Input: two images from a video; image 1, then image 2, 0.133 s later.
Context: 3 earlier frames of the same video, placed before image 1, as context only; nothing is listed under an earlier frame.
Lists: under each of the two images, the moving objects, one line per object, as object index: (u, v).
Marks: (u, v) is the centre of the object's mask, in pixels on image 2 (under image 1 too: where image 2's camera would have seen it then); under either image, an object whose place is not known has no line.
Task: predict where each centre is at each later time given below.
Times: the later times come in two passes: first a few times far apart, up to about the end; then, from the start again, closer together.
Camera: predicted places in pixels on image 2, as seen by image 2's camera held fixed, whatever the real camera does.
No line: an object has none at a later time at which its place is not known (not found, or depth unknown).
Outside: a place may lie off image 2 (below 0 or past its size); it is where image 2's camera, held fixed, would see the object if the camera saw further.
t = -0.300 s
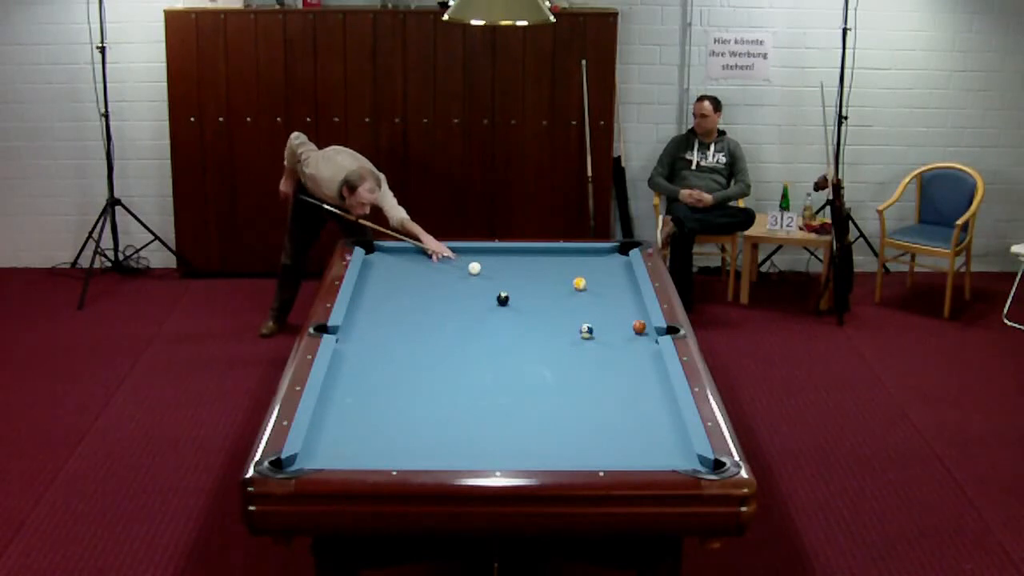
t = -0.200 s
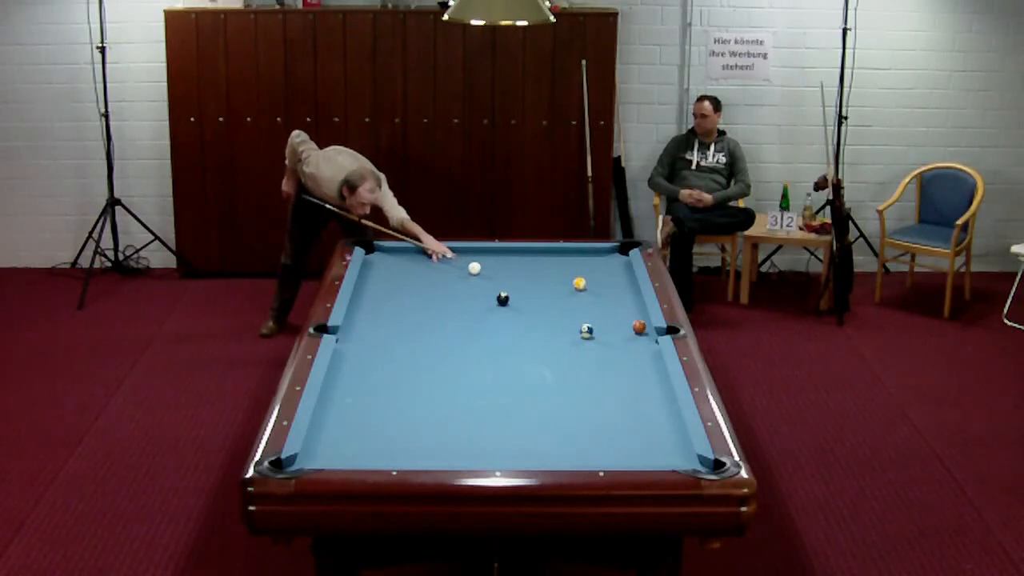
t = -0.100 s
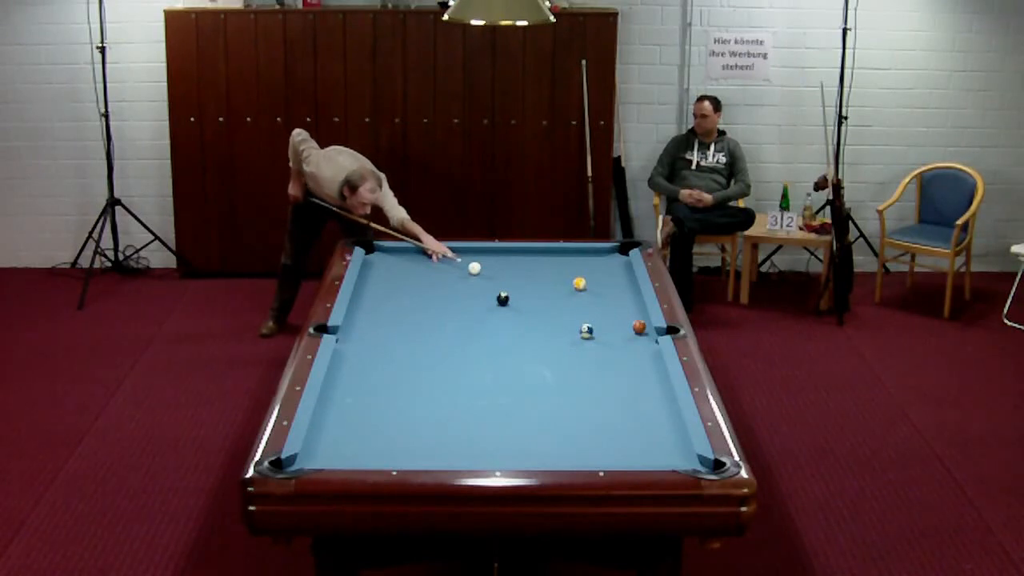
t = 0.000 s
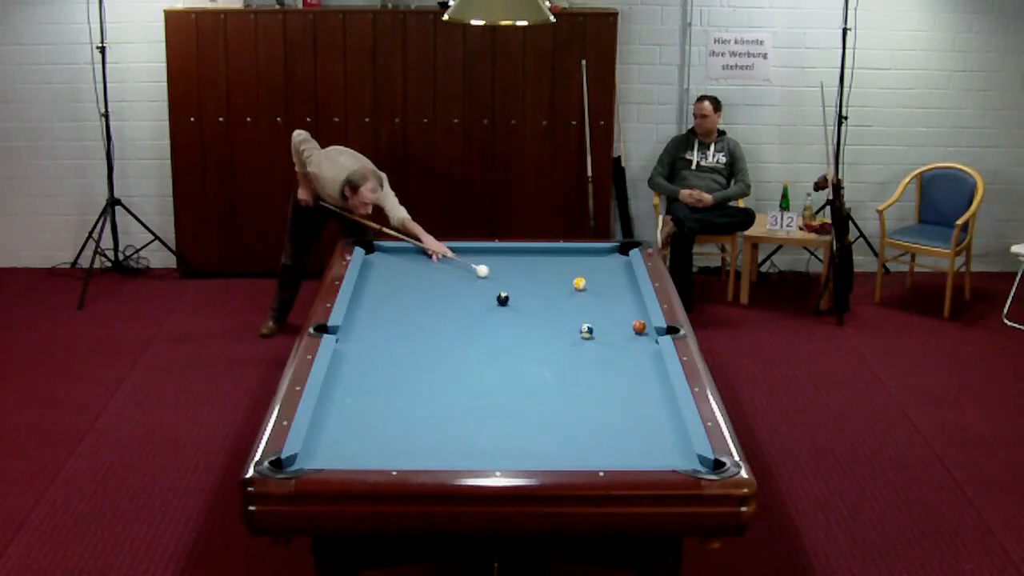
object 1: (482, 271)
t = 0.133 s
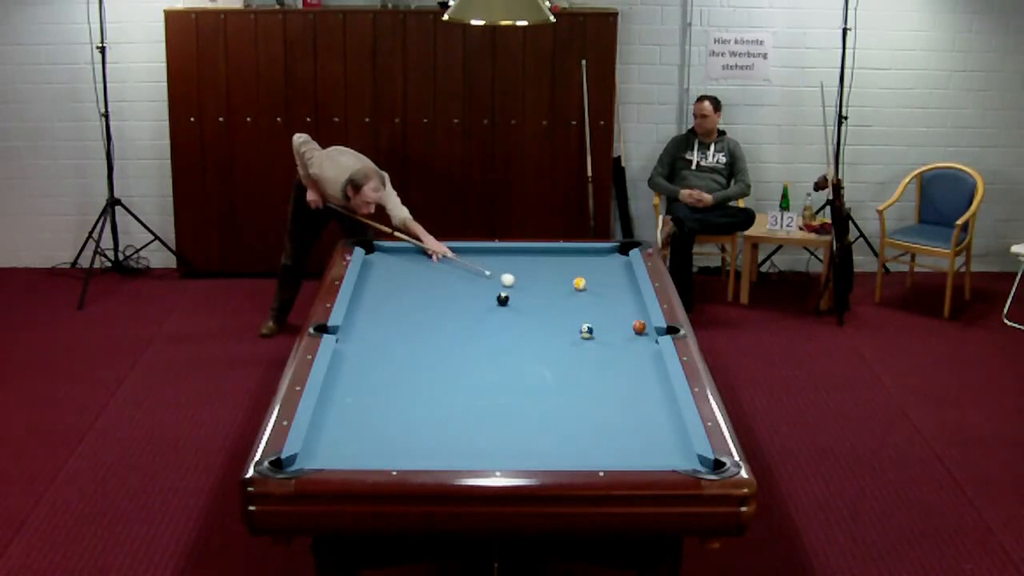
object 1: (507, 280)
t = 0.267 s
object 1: (532, 288)
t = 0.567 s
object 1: (591, 309)
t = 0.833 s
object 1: (633, 323)
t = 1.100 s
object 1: (642, 324)
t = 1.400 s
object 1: (634, 325)
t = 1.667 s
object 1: (628, 326)
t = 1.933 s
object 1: (624, 327)
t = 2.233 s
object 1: (621, 327)
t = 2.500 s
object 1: (619, 327)
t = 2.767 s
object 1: (618, 327)
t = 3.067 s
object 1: (618, 327)
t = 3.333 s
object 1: (618, 327)
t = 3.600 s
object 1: (619, 327)
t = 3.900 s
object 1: (619, 327)
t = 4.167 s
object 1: (618, 327)
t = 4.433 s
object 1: (619, 327)
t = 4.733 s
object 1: (619, 328)
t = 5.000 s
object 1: (619, 328)
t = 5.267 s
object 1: (619, 327)
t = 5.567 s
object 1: (619, 328)
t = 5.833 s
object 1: (619, 328)
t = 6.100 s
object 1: (619, 328)
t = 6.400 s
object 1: (619, 327)
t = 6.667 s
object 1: (618, 328)
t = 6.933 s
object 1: (618, 328)
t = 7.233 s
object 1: (618, 328)
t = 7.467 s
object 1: (618, 328)
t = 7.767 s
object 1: (619, 328)
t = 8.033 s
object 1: (619, 328)
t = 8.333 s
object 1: (618, 327)
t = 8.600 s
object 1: (618, 327)
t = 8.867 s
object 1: (619, 327)
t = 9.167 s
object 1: (619, 328)
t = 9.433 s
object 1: (619, 328)
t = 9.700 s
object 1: (619, 328)
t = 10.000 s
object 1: (619, 328)
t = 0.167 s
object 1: (513, 282)
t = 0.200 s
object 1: (520, 284)
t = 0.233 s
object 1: (526, 286)
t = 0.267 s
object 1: (532, 288)
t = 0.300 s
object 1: (539, 290)
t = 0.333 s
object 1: (545, 293)
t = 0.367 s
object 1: (551, 295)
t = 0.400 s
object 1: (558, 297)
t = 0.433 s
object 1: (565, 300)
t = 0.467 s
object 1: (571, 302)
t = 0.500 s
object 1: (577, 304)
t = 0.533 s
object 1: (584, 307)
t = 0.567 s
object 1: (591, 309)
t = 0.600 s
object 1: (598, 312)
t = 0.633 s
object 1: (605, 314)
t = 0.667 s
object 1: (611, 316)
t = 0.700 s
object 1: (618, 319)
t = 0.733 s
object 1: (625, 321)
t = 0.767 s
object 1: (630, 322)
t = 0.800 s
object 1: (631, 323)
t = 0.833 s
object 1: (633, 323)
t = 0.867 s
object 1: (636, 323)
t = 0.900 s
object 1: (638, 324)
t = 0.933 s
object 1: (641, 324)
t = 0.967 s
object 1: (643, 324)
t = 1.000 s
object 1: (645, 324)
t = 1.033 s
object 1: (644, 324)
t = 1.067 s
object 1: (643, 324)
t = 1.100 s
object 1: (642, 324)
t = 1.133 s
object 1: (641, 325)
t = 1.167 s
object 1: (640, 325)
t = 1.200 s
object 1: (639, 325)
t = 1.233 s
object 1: (638, 325)
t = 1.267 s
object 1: (637, 325)
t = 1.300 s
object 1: (637, 325)
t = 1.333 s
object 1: (636, 325)
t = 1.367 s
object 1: (635, 325)
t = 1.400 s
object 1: (634, 325)
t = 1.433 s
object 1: (633, 325)
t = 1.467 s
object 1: (632, 325)
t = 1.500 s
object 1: (632, 326)
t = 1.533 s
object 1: (631, 325)
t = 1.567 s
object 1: (630, 326)
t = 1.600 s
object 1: (629, 326)
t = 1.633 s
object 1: (628, 326)
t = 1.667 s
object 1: (628, 326)
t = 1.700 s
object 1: (628, 326)
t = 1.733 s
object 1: (627, 326)
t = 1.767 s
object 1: (626, 326)
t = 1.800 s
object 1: (626, 326)
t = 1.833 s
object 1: (625, 326)
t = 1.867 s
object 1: (625, 326)
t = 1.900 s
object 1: (624, 327)
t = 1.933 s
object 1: (624, 327)
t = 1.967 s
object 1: (624, 327)
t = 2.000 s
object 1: (623, 327)
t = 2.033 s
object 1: (622, 327)
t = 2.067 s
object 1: (622, 327)
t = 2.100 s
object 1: (622, 327)
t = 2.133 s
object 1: (622, 327)
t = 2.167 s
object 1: (621, 327)
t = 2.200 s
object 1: (621, 327)
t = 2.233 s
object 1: (621, 327)
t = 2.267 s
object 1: (620, 327)
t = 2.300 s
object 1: (620, 327)
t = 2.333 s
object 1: (620, 327)
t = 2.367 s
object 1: (620, 327)
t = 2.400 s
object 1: (619, 327)
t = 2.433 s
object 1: (619, 327)
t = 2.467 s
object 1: (619, 327)
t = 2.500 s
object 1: (619, 327)
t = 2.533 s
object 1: (619, 327)
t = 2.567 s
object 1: (619, 327)
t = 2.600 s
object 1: (618, 327)
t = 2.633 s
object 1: (619, 327)
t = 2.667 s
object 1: (618, 327)
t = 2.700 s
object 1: (618, 327)
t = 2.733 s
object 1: (618, 327)
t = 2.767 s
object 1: (618, 327)
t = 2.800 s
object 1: (618, 327)
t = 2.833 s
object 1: (618, 327)
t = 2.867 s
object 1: (618, 327)
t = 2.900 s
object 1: (618, 327)
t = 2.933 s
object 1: (618, 327)
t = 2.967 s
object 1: (618, 327)
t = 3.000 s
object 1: (618, 327)
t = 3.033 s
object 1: (618, 327)
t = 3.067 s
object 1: (618, 327)
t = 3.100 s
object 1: (618, 327)
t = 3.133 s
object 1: (618, 327)
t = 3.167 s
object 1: (618, 327)
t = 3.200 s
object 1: (619, 327)
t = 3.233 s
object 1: (618, 327)
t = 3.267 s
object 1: (619, 327)
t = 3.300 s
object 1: (618, 327)
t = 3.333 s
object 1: (618, 327)
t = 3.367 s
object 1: (619, 327)
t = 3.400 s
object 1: (619, 327)
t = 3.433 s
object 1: (619, 327)
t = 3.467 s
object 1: (619, 327)
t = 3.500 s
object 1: (619, 327)
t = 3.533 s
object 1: (619, 327)
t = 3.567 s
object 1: (619, 327)
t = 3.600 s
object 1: (619, 327)
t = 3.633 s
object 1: (619, 327)
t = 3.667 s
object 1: (619, 327)
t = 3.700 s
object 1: (619, 327)
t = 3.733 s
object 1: (619, 327)
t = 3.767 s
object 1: (619, 327)
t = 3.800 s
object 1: (619, 327)
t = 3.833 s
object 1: (619, 327)
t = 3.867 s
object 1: (619, 327)
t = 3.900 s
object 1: (619, 327)
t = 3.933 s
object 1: (619, 327)
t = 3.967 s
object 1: (619, 327)
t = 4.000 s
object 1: (619, 327)
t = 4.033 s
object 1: (619, 327)
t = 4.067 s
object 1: (618, 327)
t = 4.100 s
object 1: (618, 327)
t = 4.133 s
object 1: (618, 327)
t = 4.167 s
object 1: (618, 327)
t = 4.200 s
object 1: (618, 327)
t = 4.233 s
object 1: (618, 327)
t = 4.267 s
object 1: (618, 327)
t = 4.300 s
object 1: (618, 327)
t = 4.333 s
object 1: (619, 327)
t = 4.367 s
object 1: (618, 327)
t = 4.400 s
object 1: (619, 327)
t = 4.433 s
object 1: (619, 327)
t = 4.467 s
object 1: (619, 327)
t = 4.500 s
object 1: (619, 327)
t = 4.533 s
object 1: (619, 328)
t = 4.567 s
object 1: (619, 328)
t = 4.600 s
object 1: (619, 328)
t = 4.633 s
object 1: (619, 328)
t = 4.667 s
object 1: (619, 328)
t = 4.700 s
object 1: (619, 328)
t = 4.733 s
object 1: (619, 328)
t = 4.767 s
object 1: (619, 328)
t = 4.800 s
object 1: (619, 328)
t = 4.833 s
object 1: (619, 328)
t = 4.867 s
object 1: (619, 328)
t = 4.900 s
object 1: (619, 328)
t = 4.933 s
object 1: (619, 328)
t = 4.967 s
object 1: (619, 328)
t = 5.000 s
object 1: (619, 328)
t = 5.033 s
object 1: (619, 328)
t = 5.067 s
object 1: (619, 328)
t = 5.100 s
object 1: (619, 328)
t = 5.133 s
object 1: (619, 328)
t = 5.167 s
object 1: (619, 328)
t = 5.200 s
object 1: (619, 327)
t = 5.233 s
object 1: (619, 327)
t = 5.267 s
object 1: (619, 327)
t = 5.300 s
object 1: (619, 328)
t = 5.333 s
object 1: (619, 328)
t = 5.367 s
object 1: (619, 328)
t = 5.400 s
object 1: (619, 328)
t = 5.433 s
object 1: (619, 328)
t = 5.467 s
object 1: (618, 328)
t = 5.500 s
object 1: (619, 328)
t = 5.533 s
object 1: (619, 327)
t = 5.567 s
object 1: (619, 328)
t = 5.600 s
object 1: (619, 328)
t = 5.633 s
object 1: (619, 328)
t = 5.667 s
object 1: (619, 328)
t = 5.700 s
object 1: (619, 328)
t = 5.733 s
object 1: (619, 328)
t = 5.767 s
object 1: (619, 328)
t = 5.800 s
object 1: (619, 328)
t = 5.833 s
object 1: (619, 328)
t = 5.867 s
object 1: (619, 328)
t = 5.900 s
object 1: (619, 328)
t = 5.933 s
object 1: (619, 328)
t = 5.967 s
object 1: (619, 328)
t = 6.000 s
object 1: (619, 328)
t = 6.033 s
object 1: (619, 328)
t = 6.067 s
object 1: (619, 328)
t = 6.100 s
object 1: (619, 328)
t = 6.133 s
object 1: (619, 328)
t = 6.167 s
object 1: (619, 328)
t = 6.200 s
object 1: (619, 328)
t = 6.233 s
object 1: (619, 328)
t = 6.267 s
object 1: (619, 328)
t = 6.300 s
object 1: (619, 328)
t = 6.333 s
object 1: (619, 327)
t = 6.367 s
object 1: (619, 327)
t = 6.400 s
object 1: (619, 327)
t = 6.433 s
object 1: (619, 328)
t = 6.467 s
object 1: (618, 327)
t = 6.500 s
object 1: (618, 328)
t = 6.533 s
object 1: (618, 328)
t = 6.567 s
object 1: (618, 328)
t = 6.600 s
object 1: (618, 328)
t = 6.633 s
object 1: (618, 328)
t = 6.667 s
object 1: (618, 328)
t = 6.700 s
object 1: (618, 328)
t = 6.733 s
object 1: (618, 328)
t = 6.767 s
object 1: (618, 328)
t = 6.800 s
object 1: (618, 328)
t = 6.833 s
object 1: (618, 328)
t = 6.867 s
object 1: (618, 328)
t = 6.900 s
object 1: (618, 328)
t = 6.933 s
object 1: (618, 328)
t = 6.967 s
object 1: (618, 328)
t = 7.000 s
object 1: (618, 328)
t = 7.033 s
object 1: (618, 328)
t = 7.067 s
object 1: (618, 328)
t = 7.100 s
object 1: (618, 328)
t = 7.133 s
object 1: (618, 328)
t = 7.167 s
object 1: (618, 328)
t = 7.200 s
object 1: (618, 328)
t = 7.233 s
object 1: (618, 328)
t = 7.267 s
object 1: (618, 327)
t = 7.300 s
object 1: (618, 327)
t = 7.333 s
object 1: (618, 328)
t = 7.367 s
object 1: (618, 328)
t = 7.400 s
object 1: (618, 327)
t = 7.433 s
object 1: (618, 328)
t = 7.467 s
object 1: (618, 328)
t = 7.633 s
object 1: (619, 327)
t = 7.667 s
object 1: (619, 327)
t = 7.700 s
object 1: (619, 327)
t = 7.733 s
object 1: (619, 327)
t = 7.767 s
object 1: (619, 328)
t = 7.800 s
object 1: (619, 327)
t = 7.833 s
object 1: (619, 327)
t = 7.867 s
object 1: (619, 327)
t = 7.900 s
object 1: (619, 328)
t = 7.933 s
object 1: (619, 328)
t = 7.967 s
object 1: (619, 328)
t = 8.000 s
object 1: (619, 328)
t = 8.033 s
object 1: (619, 328)
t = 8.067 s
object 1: (619, 328)
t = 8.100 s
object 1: (619, 328)
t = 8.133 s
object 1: (619, 327)
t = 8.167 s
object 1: (619, 327)
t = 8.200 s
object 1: (619, 327)
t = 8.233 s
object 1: (618, 327)
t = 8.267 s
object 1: (618, 327)
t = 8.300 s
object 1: (618, 327)
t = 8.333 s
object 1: (618, 327)
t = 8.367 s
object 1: (618, 327)
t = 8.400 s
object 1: (618, 327)
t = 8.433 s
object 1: (618, 327)
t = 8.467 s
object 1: (618, 327)
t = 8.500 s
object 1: (618, 327)
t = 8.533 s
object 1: (618, 327)
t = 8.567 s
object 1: (618, 327)
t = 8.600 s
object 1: (618, 327)
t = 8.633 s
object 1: (618, 327)
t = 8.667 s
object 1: (618, 327)
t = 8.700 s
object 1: (618, 327)
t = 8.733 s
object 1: (618, 327)
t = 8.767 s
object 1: (618, 327)
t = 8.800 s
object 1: (619, 328)
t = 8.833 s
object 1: (619, 327)
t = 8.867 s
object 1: (619, 327)
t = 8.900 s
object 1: (619, 328)
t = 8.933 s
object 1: (619, 328)
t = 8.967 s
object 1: (619, 328)
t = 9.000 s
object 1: (619, 328)
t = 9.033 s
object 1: (619, 328)
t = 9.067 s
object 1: (619, 328)
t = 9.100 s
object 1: (619, 328)
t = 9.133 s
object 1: (619, 328)
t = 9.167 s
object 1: (619, 328)
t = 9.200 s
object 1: (619, 328)
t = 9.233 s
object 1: (619, 328)
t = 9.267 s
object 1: (619, 328)
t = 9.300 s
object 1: (619, 328)
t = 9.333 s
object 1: (619, 328)
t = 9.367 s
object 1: (619, 328)
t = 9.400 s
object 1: (619, 328)
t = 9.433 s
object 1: (619, 328)
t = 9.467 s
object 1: (619, 328)
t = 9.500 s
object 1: (619, 328)
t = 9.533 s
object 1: (619, 328)
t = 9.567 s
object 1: (619, 328)
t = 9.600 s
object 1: (619, 328)
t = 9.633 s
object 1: (619, 328)
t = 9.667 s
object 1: (619, 328)
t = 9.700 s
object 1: (619, 328)
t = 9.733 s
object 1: (619, 328)
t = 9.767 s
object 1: (619, 328)
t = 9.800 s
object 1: (619, 328)
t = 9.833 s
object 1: (619, 328)
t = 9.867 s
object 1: (619, 328)
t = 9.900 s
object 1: (619, 328)
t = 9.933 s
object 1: (619, 328)
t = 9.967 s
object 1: (619, 328)
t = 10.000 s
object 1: (619, 328)
